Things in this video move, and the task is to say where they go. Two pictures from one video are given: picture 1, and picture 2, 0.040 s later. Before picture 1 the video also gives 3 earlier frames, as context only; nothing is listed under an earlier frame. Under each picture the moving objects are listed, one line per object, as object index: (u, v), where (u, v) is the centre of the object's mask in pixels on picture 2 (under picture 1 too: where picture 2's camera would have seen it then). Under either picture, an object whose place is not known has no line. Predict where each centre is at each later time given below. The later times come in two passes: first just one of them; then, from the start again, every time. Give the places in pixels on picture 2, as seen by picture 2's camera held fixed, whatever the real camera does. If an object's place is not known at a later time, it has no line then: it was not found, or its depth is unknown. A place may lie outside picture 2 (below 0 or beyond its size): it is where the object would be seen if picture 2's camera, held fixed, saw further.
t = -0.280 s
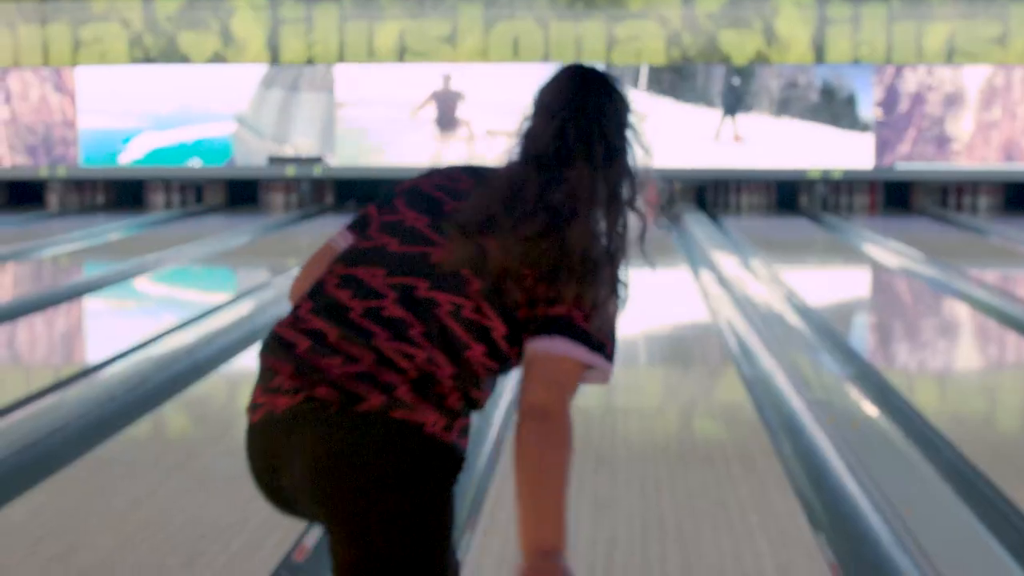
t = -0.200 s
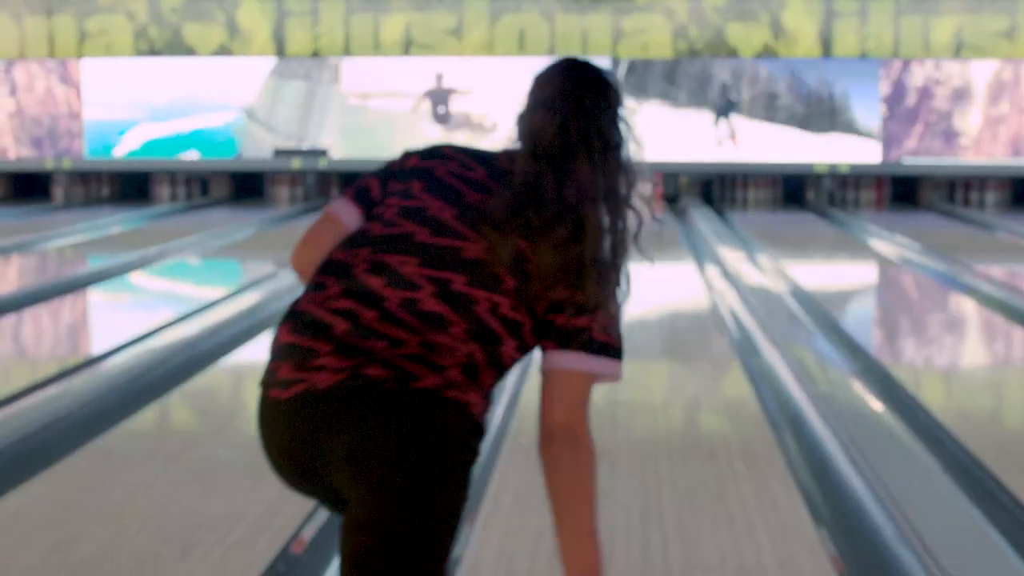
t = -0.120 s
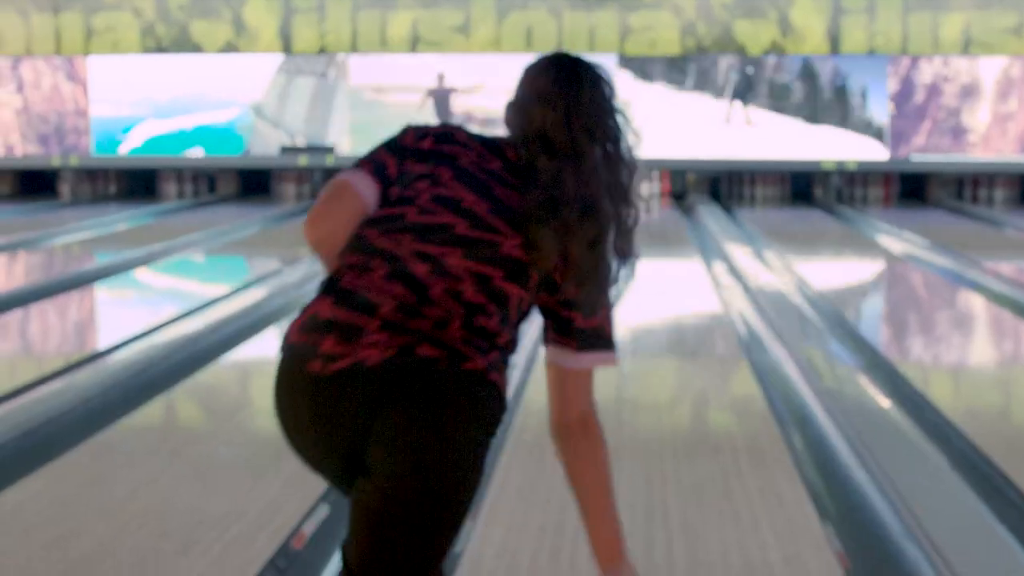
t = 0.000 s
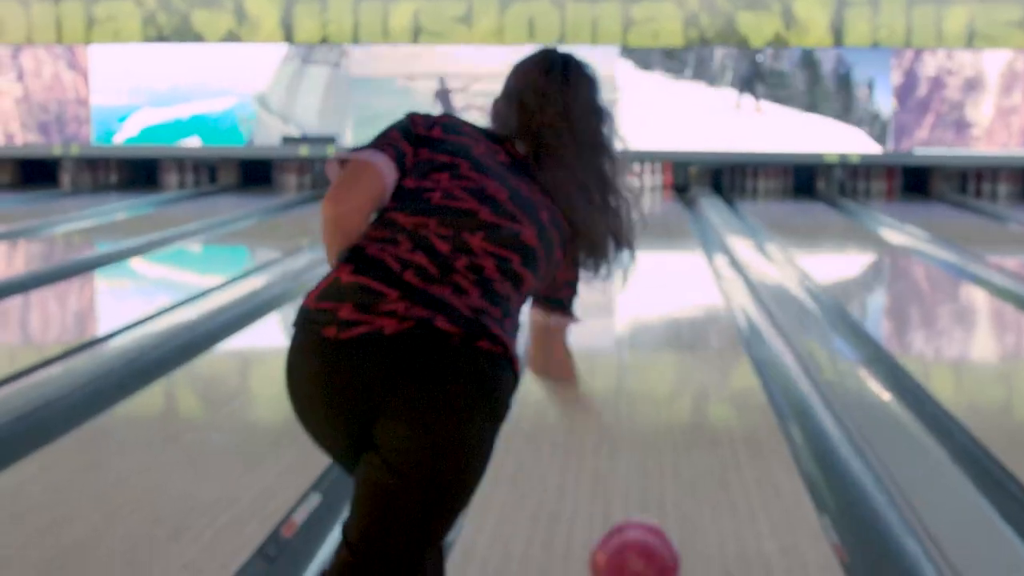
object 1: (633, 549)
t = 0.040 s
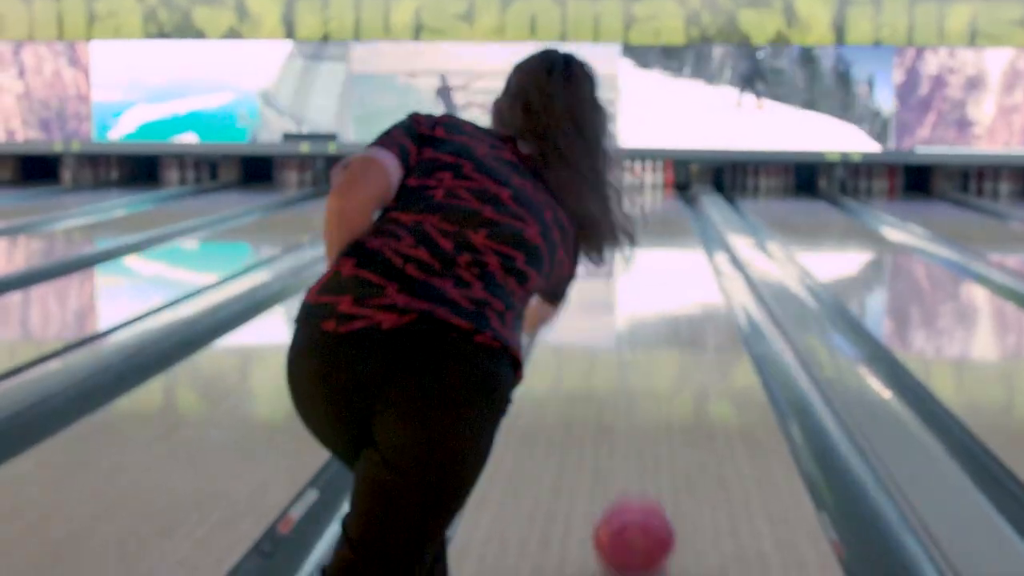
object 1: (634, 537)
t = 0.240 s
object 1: (637, 417)
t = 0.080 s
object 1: (634, 504)
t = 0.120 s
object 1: (635, 479)
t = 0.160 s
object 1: (635, 456)
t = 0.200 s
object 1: (636, 435)
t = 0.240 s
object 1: (637, 417)
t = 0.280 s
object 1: (638, 400)
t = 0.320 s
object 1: (639, 381)
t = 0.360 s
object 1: (639, 365)
